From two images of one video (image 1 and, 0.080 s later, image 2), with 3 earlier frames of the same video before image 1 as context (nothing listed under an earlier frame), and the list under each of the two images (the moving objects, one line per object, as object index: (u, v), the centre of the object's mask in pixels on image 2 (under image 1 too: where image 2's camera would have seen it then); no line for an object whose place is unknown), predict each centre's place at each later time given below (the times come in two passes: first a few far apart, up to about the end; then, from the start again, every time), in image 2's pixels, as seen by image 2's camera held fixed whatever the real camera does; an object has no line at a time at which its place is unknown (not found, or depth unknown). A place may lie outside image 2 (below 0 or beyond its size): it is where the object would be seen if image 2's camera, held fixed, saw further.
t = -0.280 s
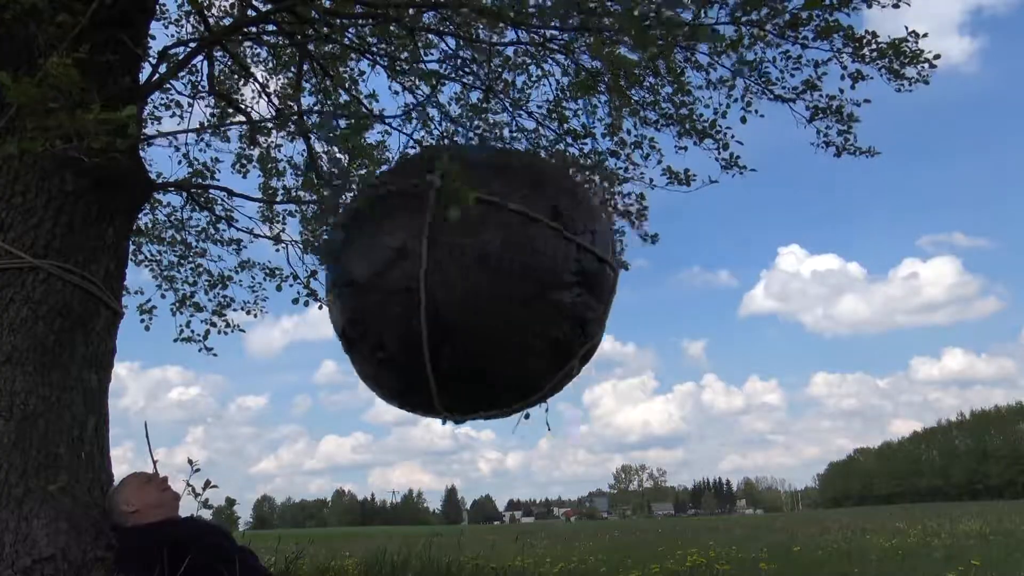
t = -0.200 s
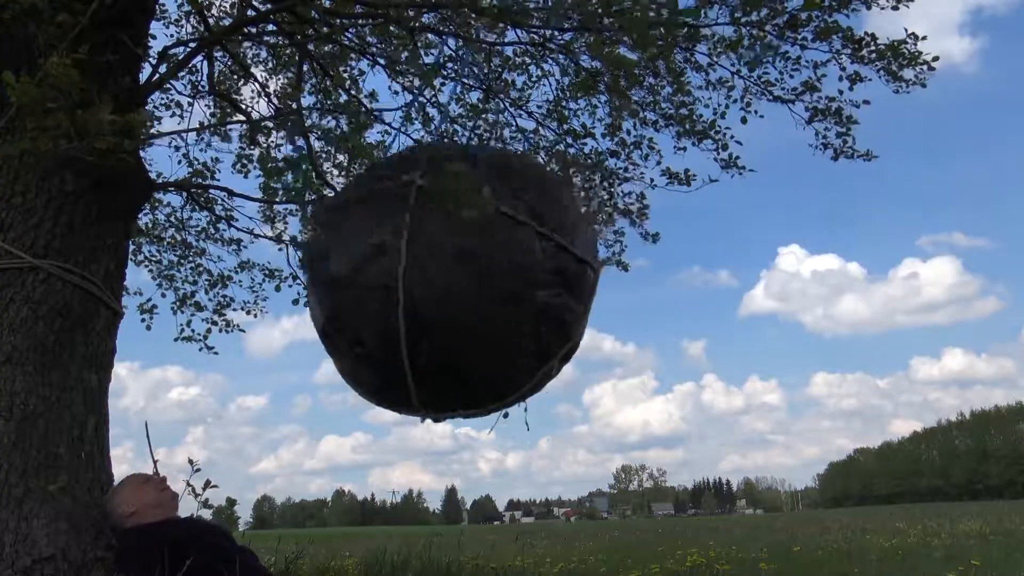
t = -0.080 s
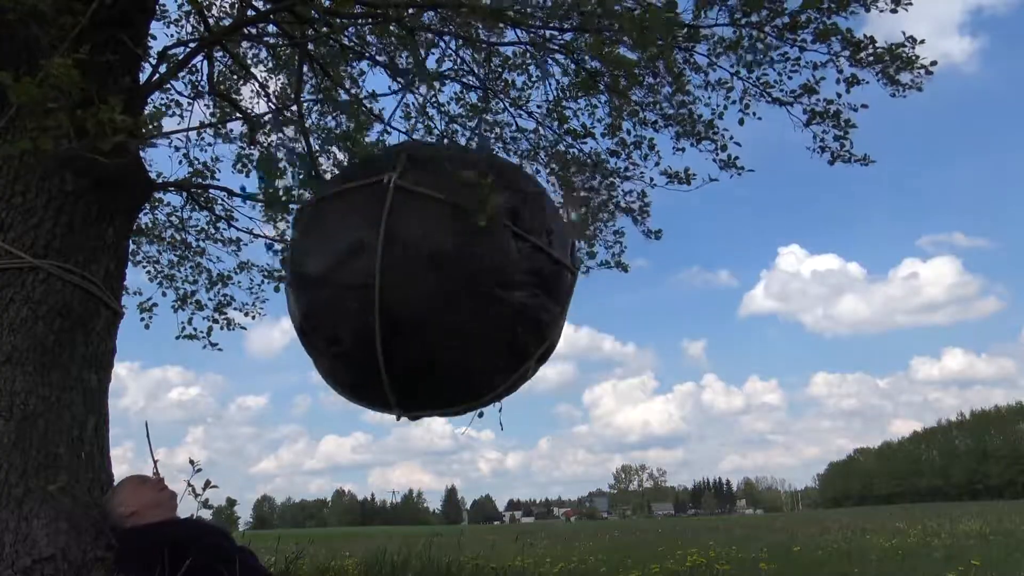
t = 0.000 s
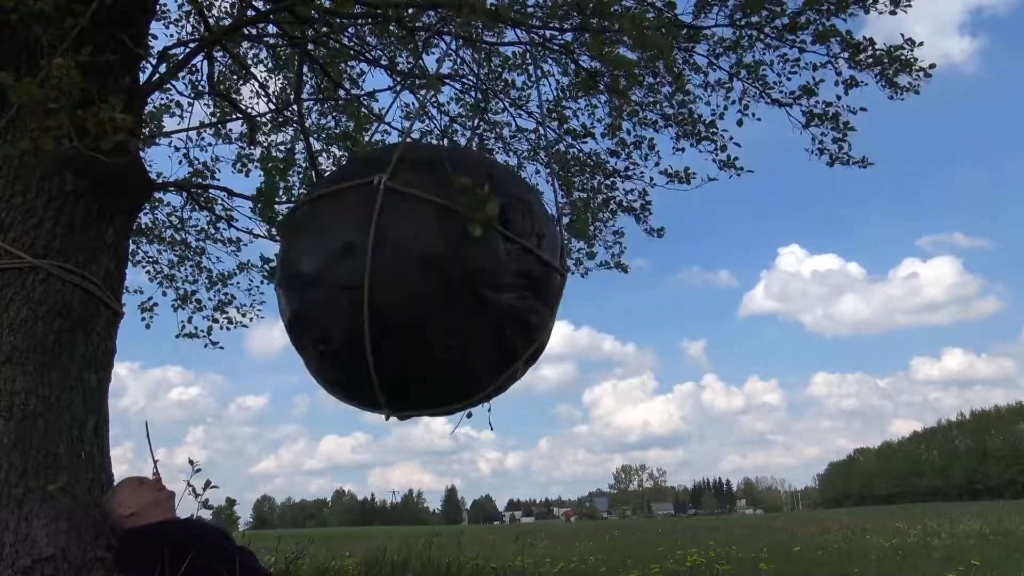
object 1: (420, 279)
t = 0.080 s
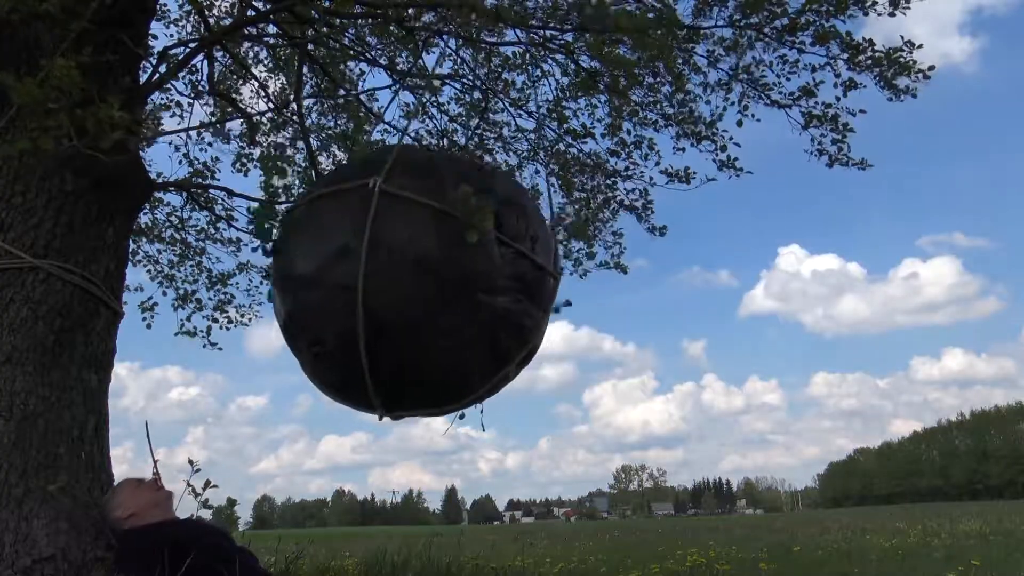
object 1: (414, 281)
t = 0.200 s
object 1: (412, 284)
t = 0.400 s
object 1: (428, 293)
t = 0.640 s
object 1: (471, 308)
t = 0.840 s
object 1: (520, 317)
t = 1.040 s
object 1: (574, 324)
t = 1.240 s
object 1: (629, 326)
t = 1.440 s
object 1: (681, 323)
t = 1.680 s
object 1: (737, 317)
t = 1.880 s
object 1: (773, 309)
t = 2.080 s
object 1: (798, 303)
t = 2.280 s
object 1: (811, 297)
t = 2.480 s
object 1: (810, 295)
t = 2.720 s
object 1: (788, 293)
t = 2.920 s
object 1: (752, 293)
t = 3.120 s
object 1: (703, 291)
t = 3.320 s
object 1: (645, 289)
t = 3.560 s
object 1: (573, 284)
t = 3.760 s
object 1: (520, 282)
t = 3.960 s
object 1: (481, 282)
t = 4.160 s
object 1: (459, 286)
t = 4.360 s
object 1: (456, 293)
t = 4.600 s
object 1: (475, 305)
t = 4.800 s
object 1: (504, 314)
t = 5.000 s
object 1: (541, 321)
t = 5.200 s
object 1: (584, 326)
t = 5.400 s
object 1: (628, 326)
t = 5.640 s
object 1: (678, 324)
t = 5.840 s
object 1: (715, 318)
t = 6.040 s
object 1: (745, 312)
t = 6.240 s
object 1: (767, 306)
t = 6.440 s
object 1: (778, 301)
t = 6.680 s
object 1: (777, 295)
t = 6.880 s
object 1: (760, 291)
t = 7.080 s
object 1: (732, 288)
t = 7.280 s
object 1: (692, 285)
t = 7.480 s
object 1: (645, 282)
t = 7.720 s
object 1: (587, 280)
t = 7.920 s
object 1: (545, 280)
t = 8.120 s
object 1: (515, 283)
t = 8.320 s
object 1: (498, 291)
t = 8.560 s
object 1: (496, 301)
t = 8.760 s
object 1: (508, 310)
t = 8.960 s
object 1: (529, 318)
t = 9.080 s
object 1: (544, 321)
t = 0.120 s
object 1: (412, 282)
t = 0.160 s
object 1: (412, 283)
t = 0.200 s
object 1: (412, 284)
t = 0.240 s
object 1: (414, 285)
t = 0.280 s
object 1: (416, 287)
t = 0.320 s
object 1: (420, 289)
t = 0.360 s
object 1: (424, 291)
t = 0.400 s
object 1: (428, 293)
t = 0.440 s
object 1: (434, 295)
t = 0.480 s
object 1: (441, 298)
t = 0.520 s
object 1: (447, 300)
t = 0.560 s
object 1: (455, 303)
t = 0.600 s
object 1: (463, 306)
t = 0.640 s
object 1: (471, 308)
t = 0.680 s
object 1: (480, 310)
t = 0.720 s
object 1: (490, 312)
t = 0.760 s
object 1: (500, 314)
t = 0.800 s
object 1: (510, 316)
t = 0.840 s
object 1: (520, 317)
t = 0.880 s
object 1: (531, 319)
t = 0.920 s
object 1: (541, 320)
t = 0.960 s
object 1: (552, 322)
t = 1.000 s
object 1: (563, 323)
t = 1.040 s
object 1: (574, 324)
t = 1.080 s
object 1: (585, 324)
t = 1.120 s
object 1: (596, 325)
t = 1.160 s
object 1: (607, 325)
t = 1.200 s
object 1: (618, 326)
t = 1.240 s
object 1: (629, 326)
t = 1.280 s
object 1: (640, 326)
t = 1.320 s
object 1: (650, 325)
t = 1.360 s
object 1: (661, 325)
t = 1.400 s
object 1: (671, 324)
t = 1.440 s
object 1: (681, 323)
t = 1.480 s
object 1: (692, 323)
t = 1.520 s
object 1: (701, 322)
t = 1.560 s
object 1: (710, 321)
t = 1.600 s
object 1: (719, 319)
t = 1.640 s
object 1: (728, 318)
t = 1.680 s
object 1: (737, 317)
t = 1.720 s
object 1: (745, 315)
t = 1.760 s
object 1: (753, 314)
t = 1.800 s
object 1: (760, 312)
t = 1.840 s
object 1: (767, 311)
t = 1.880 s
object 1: (773, 309)
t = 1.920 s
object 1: (779, 308)
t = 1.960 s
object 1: (785, 306)
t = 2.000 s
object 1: (790, 305)
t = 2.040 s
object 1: (794, 304)
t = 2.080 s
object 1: (798, 303)
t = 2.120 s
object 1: (802, 301)
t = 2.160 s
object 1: (805, 300)
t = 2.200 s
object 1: (807, 299)
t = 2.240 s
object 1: (810, 298)
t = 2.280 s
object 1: (811, 297)
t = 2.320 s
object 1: (812, 297)
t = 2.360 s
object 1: (812, 296)
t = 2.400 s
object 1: (812, 295)
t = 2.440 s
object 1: (811, 295)
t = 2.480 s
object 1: (810, 295)
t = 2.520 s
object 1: (807, 294)
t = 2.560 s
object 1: (805, 294)
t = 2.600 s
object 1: (801, 293)
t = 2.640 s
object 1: (797, 293)
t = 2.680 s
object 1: (793, 293)
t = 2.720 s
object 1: (788, 293)
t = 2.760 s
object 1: (782, 293)
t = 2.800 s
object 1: (775, 293)
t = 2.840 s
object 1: (769, 293)
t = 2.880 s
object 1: (760, 293)
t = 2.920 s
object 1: (752, 293)
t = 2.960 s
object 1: (743, 292)
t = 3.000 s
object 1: (734, 292)
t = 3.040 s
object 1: (724, 292)
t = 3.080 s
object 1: (714, 292)
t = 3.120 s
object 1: (703, 291)
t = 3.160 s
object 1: (692, 291)
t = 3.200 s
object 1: (681, 291)
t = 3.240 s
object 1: (669, 290)
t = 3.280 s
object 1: (657, 290)
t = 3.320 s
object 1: (645, 289)
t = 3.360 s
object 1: (633, 288)
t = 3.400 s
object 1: (620, 288)
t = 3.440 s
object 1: (608, 287)
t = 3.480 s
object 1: (597, 286)
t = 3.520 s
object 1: (584, 285)
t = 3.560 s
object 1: (573, 284)
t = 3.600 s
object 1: (562, 284)
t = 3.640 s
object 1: (551, 284)
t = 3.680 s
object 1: (540, 283)
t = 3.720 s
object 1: (529, 282)
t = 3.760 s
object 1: (520, 282)
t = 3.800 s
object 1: (512, 282)
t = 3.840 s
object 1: (502, 282)
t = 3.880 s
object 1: (494, 282)
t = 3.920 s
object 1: (487, 282)
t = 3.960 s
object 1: (481, 282)
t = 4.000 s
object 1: (475, 282)
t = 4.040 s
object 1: (470, 282)
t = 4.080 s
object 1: (466, 283)
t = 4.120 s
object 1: (463, 284)
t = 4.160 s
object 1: (459, 286)
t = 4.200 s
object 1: (457, 288)
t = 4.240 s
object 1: (456, 289)
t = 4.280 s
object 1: (455, 291)
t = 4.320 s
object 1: (456, 292)
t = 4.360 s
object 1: (456, 293)
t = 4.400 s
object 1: (458, 295)
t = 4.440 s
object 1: (460, 298)
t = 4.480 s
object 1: (463, 299)
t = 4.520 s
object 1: (467, 301)
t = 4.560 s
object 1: (470, 303)
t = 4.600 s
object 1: (475, 305)
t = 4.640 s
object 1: (479, 307)
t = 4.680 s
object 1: (485, 309)
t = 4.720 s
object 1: (491, 311)
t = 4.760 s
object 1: (497, 313)
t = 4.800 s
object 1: (504, 314)
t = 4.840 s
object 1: (511, 316)
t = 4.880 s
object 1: (519, 318)
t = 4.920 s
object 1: (526, 319)
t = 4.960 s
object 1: (534, 320)
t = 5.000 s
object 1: (541, 321)
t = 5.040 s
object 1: (550, 322)
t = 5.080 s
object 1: (559, 324)
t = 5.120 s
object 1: (567, 325)
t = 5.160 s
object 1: (576, 325)
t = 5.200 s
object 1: (584, 326)
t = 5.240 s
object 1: (593, 326)
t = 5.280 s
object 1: (603, 327)
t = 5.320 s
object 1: (611, 327)
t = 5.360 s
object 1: (620, 326)
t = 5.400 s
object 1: (628, 326)
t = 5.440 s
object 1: (636, 326)
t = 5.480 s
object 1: (645, 326)
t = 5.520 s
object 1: (653, 326)
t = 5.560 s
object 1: (662, 325)
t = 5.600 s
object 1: (669, 324)
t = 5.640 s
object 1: (678, 324)
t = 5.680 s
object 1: (686, 323)
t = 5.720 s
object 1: (693, 322)
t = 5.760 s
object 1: (701, 321)
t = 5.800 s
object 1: (708, 320)
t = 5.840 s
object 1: (715, 318)
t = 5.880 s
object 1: (722, 317)
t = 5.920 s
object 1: (728, 316)
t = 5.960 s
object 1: (734, 315)
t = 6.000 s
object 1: (740, 314)
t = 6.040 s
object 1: (745, 312)
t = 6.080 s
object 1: (750, 311)
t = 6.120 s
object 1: (755, 310)
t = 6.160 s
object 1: (760, 309)
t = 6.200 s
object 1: (764, 307)
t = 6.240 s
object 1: (767, 306)
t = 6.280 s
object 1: (770, 305)
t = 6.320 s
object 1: (773, 304)
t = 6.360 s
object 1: (775, 303)
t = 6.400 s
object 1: (777, 302)
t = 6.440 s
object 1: (778, 301)
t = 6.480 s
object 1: (779, 299)
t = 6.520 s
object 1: (779, 298)
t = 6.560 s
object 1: (780, 297)
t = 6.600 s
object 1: (779, 296)
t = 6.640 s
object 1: (778, 296)
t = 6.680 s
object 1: (777, 295)
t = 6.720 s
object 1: (774, 294)
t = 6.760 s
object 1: (772, 293)
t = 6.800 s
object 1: (768, 293)
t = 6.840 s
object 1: (765, 292)
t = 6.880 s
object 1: (760, 291)
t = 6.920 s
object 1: (755, 291)
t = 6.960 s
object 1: (750, 290)
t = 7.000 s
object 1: (745, 289)
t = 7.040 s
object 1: (739, 288)
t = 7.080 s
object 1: (732, 288)
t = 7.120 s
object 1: (724, 287)
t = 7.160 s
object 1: (717, 286)
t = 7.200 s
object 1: (709, 286)
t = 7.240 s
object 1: (701, 285)
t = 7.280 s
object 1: (692, 285)
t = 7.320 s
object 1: (683, 284)
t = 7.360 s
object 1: (674, 283)
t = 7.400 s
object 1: (665, 282)
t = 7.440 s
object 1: (655, 282)
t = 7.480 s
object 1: (645, 282)
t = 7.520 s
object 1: (635, 281)
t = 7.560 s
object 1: (625, 281)
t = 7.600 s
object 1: (616, 280)
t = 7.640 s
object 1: (607, 280)
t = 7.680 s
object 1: (597, 280)
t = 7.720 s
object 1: (587, 280)
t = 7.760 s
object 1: (578, 280)
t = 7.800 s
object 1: (569, 280)
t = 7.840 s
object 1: (561, 280)
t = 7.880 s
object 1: (553, 280)
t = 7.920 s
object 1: (545, 280)
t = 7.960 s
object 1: (538, 281)
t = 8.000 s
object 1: (531, 281)
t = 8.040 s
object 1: (526, 281)
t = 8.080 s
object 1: (520, 283)
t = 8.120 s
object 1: (515, 283)
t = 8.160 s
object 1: (510, 285)
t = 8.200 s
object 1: (506, 286)
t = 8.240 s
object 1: (503, 287)
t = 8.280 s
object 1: (500, 290)
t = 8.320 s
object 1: (498, 291)
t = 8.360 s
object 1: (497, 293)
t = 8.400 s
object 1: (496, 294)
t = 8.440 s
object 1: (495, 296)
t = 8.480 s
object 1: (495, 298)
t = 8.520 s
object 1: (495, 300)
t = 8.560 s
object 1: (496, 301)
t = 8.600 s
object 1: (497, 302)
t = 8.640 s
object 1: (500, 304)
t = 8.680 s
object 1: (502, 306)
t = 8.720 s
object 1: (505, 308)
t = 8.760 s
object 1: (508, 310)
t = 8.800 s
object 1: (511, 312)
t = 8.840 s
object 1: (515, 313)
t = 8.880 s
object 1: (519, 315)
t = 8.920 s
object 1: (524, 316)
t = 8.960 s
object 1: (529, 318)
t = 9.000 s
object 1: (534, 318)
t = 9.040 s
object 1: (539, 319)
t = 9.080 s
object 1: (544, 321)
